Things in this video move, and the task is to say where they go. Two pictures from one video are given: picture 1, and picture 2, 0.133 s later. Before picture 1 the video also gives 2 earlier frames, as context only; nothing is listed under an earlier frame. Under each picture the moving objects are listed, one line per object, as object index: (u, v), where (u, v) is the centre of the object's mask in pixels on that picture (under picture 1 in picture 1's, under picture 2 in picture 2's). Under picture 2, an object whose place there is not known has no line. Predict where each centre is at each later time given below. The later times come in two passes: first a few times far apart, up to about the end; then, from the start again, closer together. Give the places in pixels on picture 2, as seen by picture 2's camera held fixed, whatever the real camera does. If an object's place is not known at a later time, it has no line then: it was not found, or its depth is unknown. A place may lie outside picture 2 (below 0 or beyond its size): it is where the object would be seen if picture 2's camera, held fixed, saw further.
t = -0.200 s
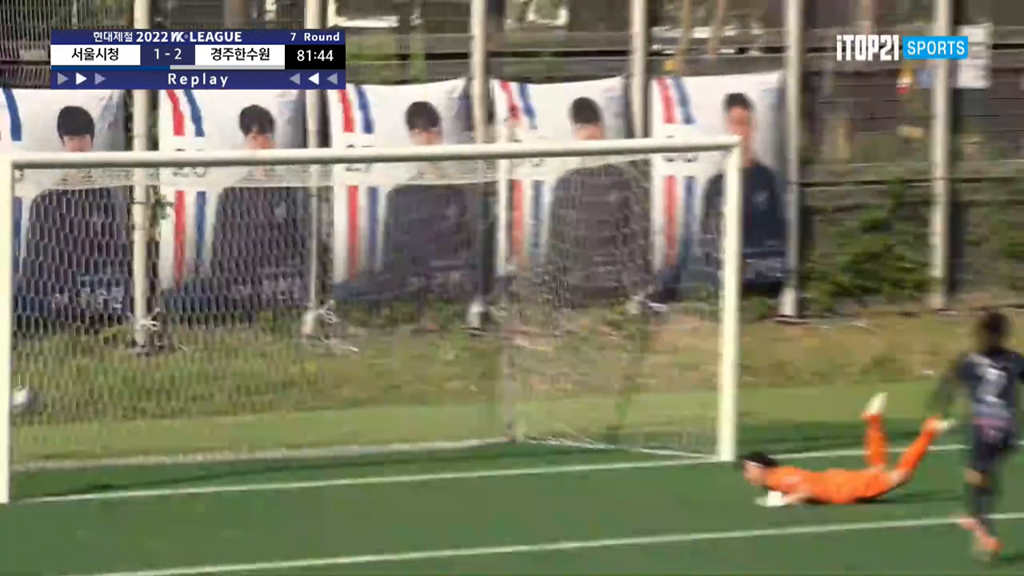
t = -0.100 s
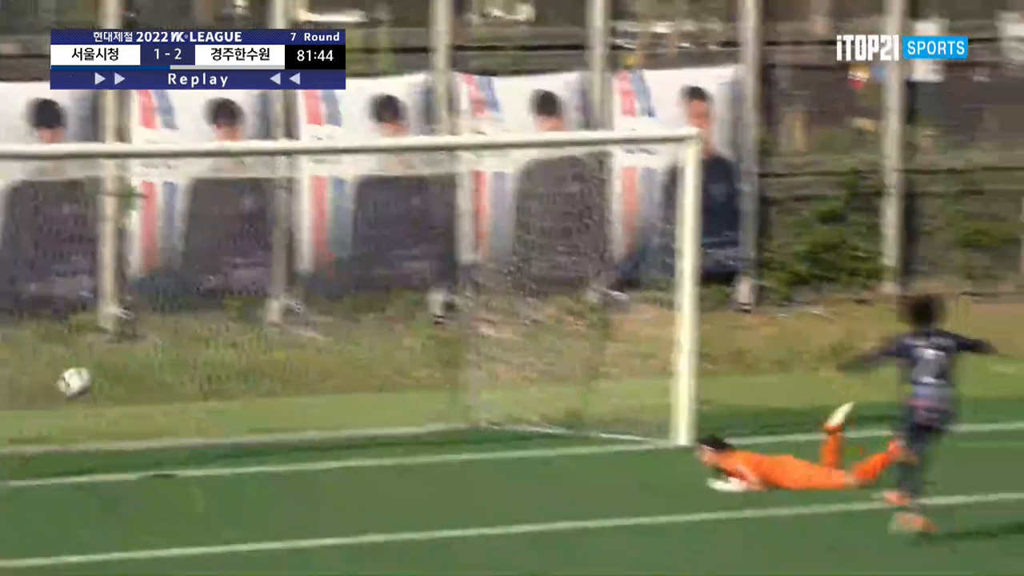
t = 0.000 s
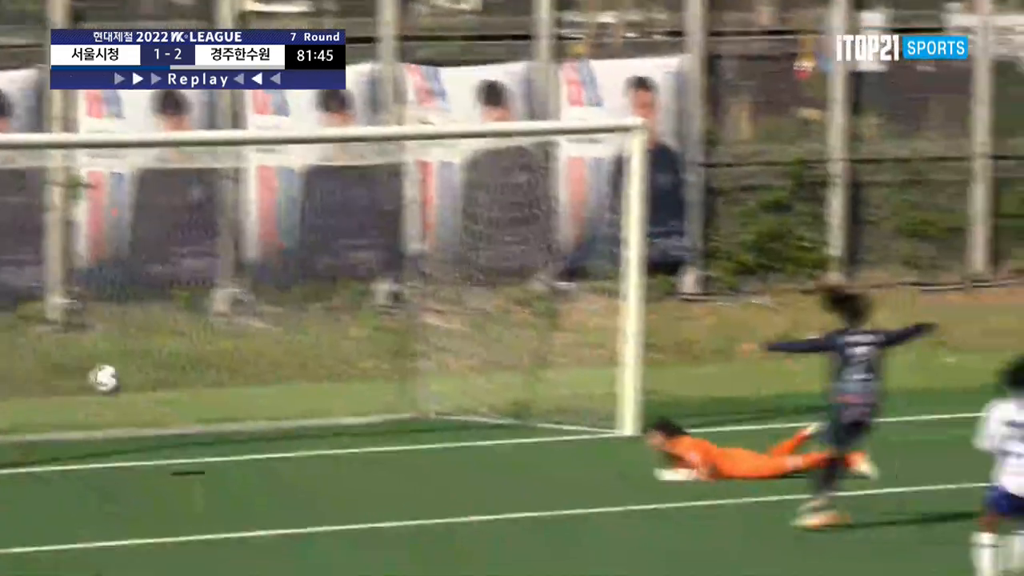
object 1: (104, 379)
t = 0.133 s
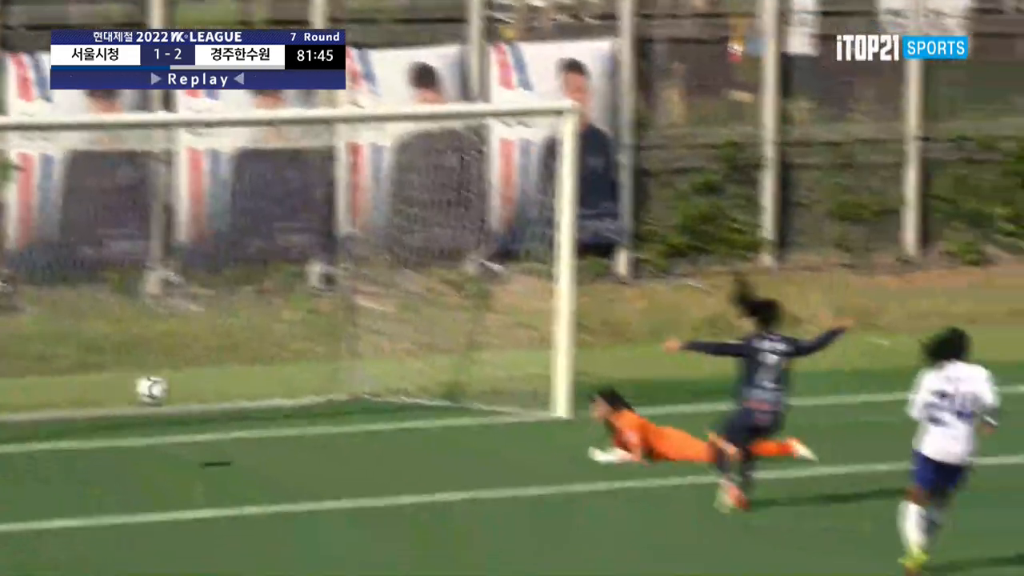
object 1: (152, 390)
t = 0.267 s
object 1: (260, 440)
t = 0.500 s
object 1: (377, 432)
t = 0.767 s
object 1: (442, 449)
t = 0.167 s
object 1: (179, 399)
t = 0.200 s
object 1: (205, 412)
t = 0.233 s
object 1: (231, 424)
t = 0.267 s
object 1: (260, 440)
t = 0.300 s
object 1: (292, 458)
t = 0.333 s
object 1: (316, 466)
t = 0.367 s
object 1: (327, 458)
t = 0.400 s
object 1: (340, 449)
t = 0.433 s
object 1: (351, 441)
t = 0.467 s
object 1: (363, 436)
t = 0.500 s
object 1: (377, 432)
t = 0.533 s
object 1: (388, 430)
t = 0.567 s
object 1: (397, 428)
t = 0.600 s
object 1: (407, 428)
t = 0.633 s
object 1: (416, 429)
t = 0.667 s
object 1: (425, 432)
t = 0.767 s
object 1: (442, 449)
